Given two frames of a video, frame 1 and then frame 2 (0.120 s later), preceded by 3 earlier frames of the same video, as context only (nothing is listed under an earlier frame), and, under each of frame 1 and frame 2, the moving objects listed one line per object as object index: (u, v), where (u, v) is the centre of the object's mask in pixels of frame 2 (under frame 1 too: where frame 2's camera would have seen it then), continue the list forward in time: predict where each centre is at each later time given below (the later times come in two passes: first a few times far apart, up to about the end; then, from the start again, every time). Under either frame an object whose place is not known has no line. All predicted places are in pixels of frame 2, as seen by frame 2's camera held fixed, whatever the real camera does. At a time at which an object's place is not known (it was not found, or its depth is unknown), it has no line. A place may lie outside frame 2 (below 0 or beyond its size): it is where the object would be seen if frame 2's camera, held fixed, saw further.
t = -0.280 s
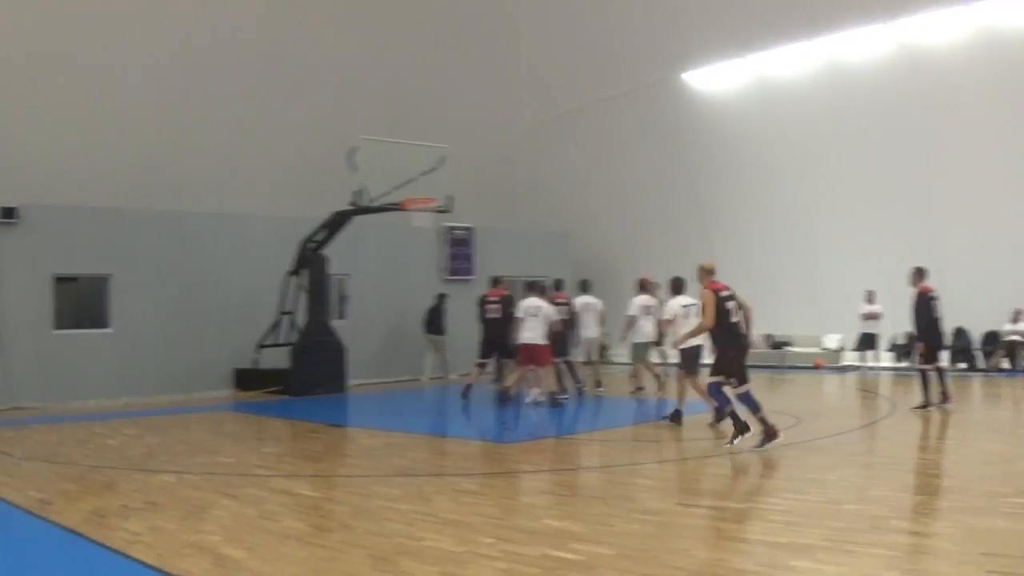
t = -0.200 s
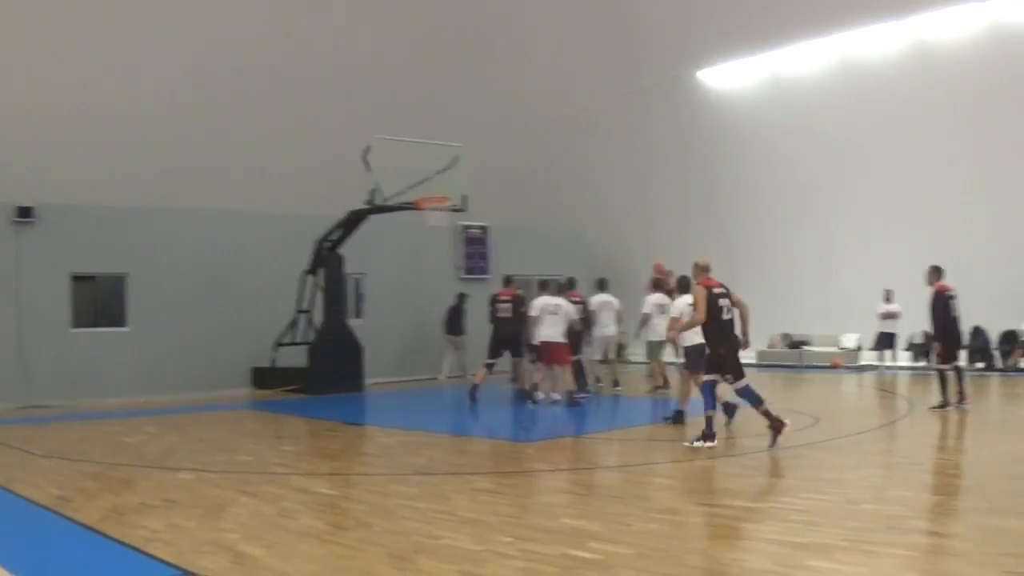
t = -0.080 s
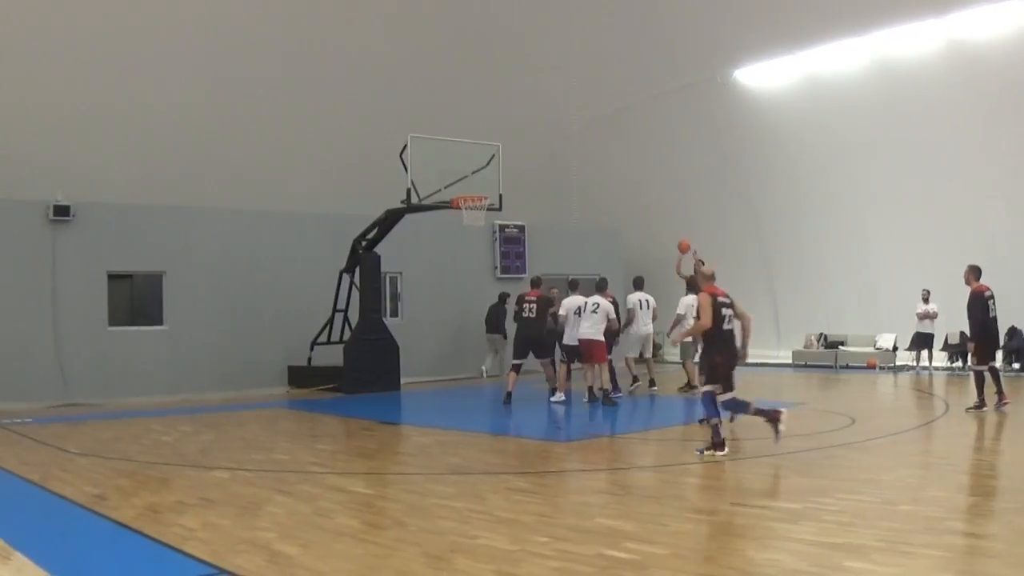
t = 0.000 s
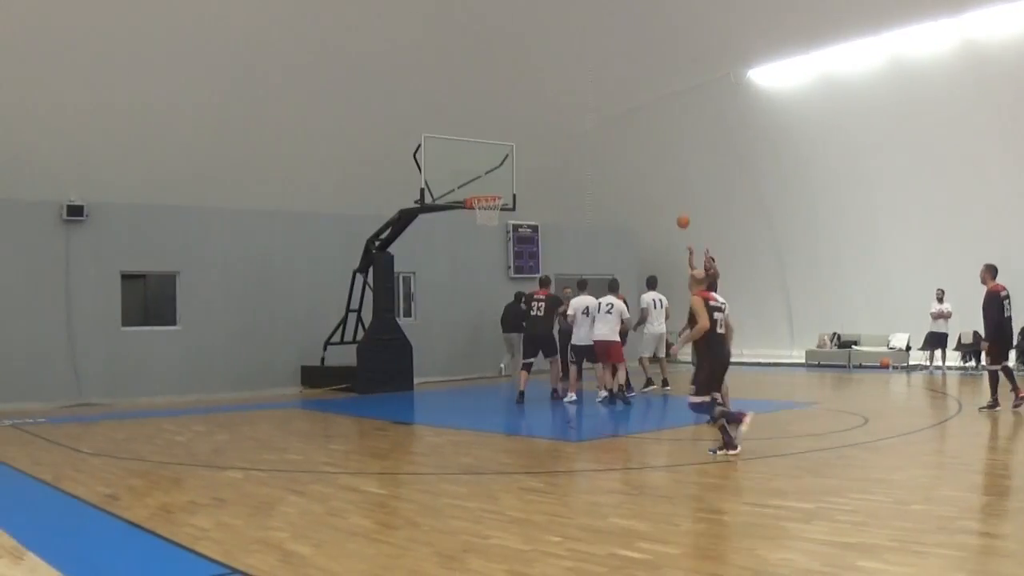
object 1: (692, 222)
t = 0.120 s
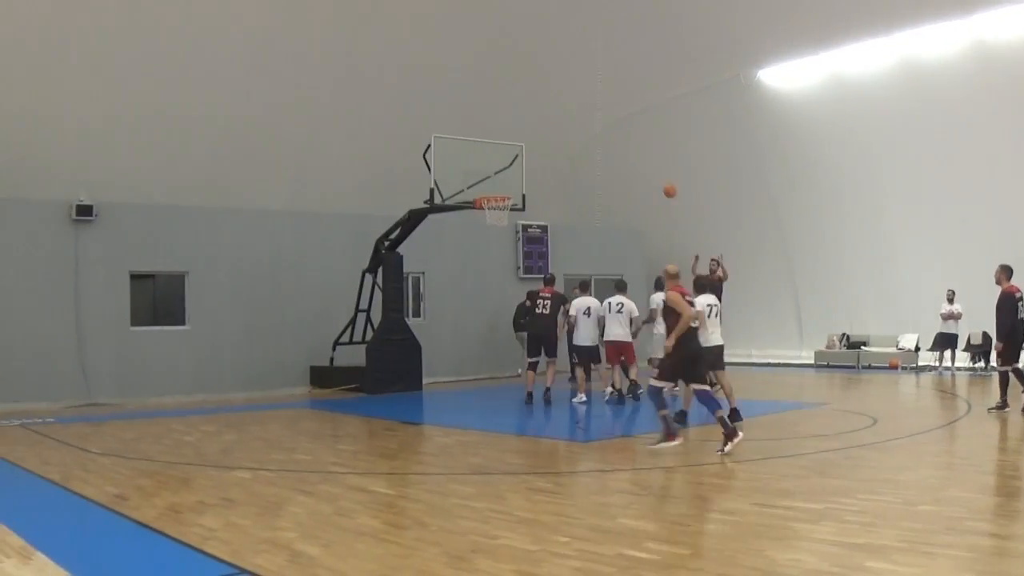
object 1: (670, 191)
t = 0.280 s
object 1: (638, 159)
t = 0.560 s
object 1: (581, 139)
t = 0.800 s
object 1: (528, 157)
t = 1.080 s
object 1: (510, 177)
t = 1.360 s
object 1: (569, 170)
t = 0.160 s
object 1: (662, 182)
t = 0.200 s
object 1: (654, 173)
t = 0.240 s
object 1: (646, 166)
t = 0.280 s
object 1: (638, 159)
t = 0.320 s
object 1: (630, 154)
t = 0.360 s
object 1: (623, 149)
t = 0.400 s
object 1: (614, 145)
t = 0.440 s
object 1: (606, 143)
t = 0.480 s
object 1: (598, 140)
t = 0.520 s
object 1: (590, 139)
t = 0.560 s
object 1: (581, 139)
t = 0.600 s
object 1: (572, 139)
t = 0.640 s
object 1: (563, 141)
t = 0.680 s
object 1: (555, 143)
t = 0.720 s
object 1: (545, 146)
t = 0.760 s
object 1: (537, 152)
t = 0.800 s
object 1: (528, 157)
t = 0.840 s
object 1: (519, 163)
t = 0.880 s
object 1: (509, 171)
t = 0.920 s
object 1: (499, 180)
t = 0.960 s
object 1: (489, 189)
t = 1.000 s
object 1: (493, 188)
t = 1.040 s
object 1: (502, 182)
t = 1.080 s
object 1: (510, 177)
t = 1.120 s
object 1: (519, 172)
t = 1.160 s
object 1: (528, 170)
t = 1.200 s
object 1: (536, 167)
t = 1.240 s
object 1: (544, 166)
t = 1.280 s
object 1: (553, 166)
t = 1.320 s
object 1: (561, 167)
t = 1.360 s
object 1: (569, 170)
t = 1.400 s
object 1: (577, 173)
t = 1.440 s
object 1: (585, 177)
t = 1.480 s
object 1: (593, 182)
